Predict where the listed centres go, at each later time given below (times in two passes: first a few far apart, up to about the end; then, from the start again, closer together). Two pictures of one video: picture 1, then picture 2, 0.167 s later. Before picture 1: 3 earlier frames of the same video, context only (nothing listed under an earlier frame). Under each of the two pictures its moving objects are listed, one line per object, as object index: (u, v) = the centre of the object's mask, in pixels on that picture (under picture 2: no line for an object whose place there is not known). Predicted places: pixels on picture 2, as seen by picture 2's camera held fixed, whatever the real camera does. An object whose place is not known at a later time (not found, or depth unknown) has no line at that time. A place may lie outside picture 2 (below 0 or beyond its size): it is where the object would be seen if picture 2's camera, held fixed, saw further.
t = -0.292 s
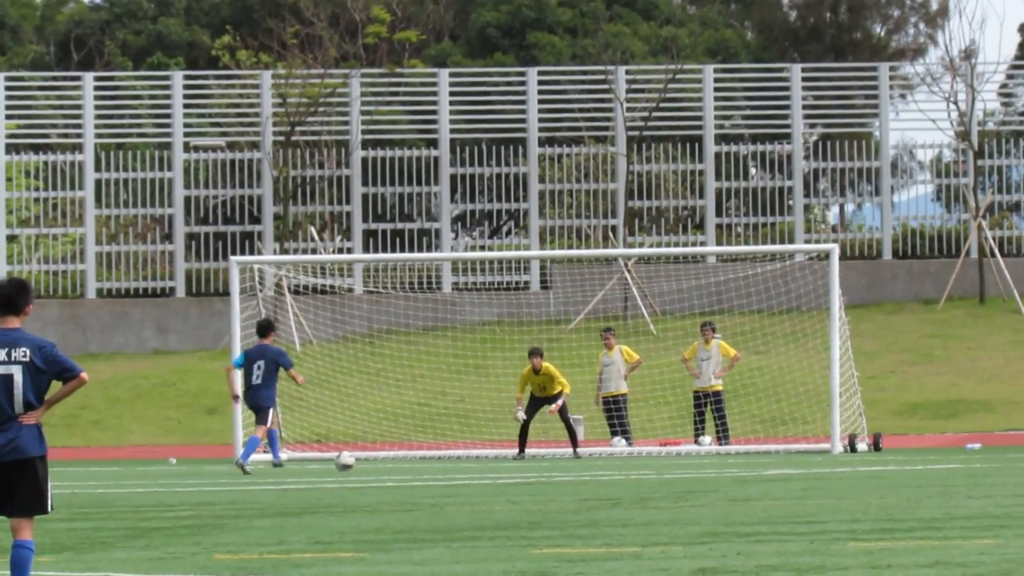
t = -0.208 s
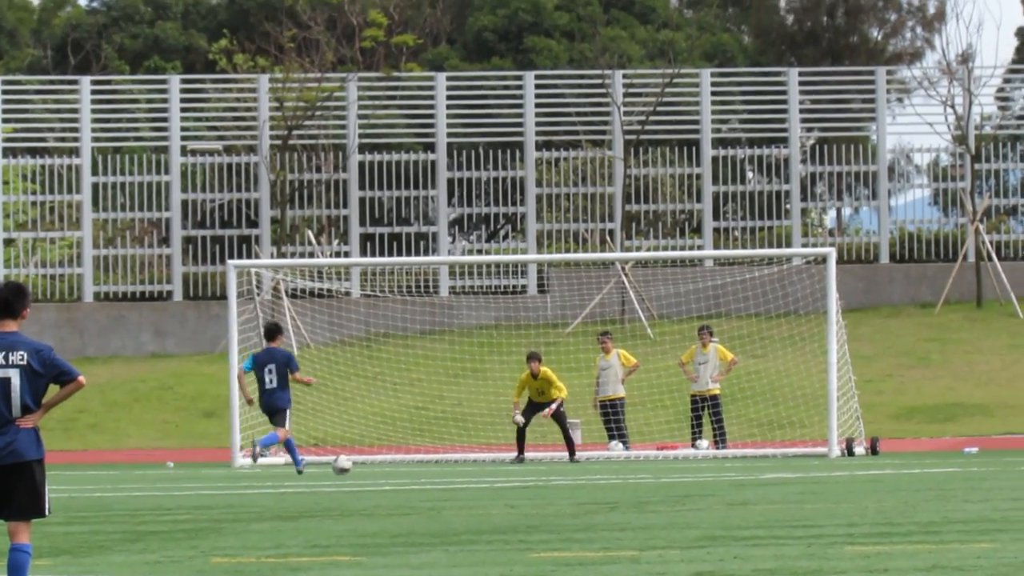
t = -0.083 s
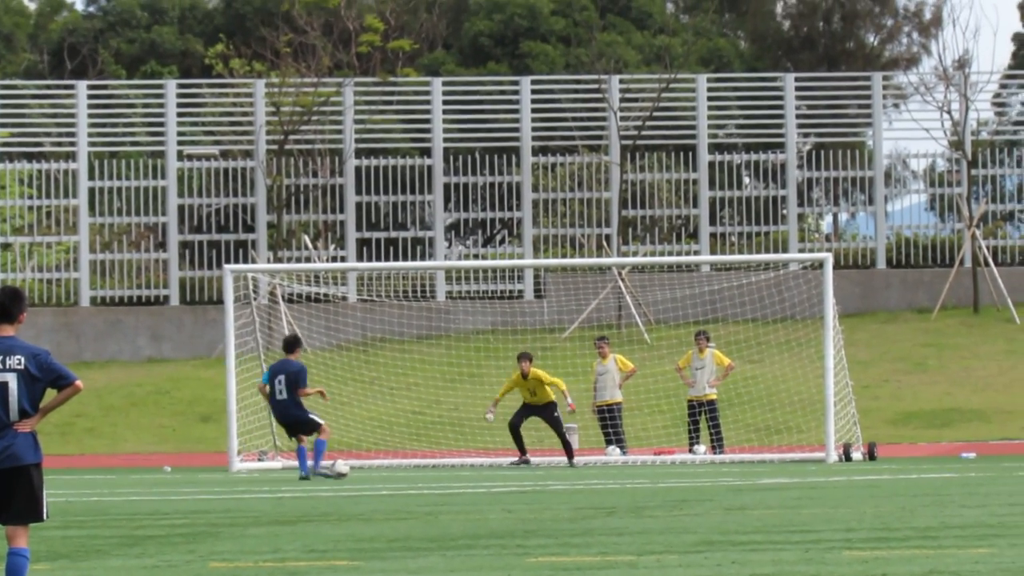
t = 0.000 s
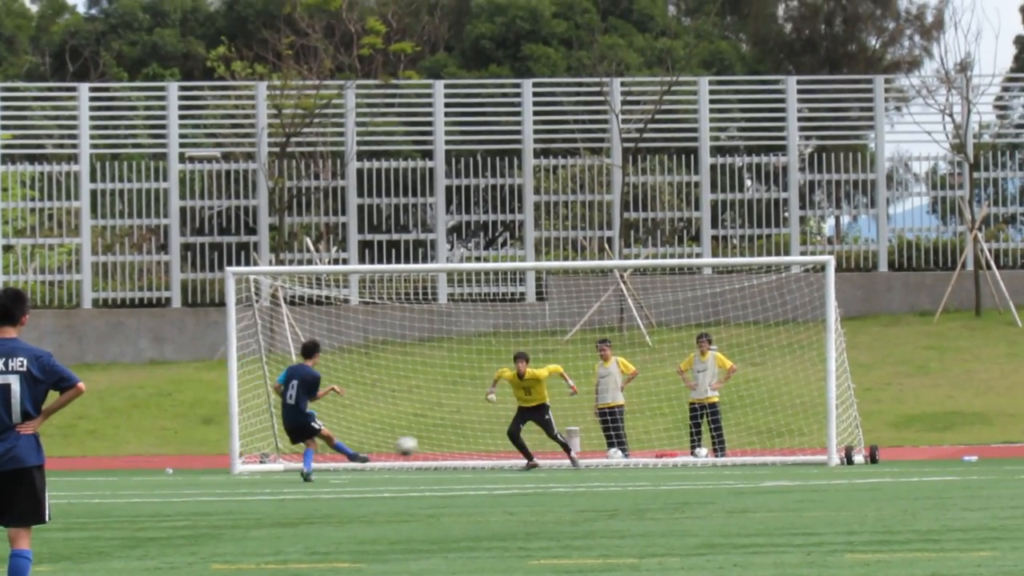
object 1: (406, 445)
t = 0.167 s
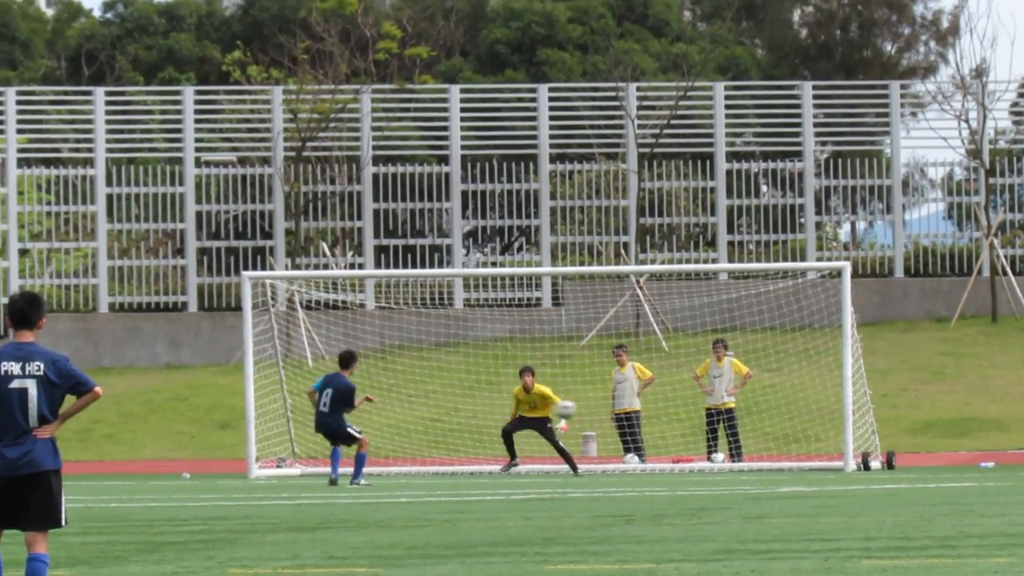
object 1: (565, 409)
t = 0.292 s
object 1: (655, 397)
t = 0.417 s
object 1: (736, 398)
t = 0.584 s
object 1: (824, 422)
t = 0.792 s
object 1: (839, 460)
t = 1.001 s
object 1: (821, 456)
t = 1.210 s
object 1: (798, 459)
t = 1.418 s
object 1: (776, 460)
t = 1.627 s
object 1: (756, 462)
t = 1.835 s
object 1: (735, 464)
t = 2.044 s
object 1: (716, 462)
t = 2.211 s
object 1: (699, 465)
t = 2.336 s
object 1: (687, 465)
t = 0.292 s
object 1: (655, 397)
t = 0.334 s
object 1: (682, 396)
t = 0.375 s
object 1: (708, 396)
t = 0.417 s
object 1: (736, 398)
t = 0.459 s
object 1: (759, 402)
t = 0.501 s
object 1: (782, 407)
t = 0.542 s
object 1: (804, 414)
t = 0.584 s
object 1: (824, 422)
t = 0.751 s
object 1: (853, 447)
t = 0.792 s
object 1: (839, 460)
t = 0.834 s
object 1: (837, 461)
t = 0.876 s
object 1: (834, 458)
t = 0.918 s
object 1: (831, 456)
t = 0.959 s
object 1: (825, 455)
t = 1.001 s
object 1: (821, 456)
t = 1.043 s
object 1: (817, 458)
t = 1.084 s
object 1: (811, 461)
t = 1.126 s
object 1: (807, 461)
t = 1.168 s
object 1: (803, 459)
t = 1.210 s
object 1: (798, 459)
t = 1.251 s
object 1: (794, 459)
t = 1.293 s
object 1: (789, 461)
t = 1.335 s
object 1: (785, 462)
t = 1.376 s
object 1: (781, 461)
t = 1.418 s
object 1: (776, 460)
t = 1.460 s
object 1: (772, 461)
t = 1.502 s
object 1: (768, 462)
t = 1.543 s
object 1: (765, 463)
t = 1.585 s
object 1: (760, 461)
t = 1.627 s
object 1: (756, 462)
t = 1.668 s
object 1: (751, 464)
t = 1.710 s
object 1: (747, 463)
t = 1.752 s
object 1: (743, 463)
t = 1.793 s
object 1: (739, 464)
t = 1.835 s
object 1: (735, 464)
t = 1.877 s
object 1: (730, 463)
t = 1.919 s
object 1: (726, 464)
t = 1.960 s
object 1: (723, 464)
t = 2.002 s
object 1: (718, 462)
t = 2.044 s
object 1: (716, 462)
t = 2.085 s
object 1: (711, 464)
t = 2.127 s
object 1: (706, 464)
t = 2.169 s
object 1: (702, 465)
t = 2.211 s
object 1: (699, 465)
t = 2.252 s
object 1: (695, 465)
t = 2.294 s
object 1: (691, 465)
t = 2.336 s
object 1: (687, 465)
